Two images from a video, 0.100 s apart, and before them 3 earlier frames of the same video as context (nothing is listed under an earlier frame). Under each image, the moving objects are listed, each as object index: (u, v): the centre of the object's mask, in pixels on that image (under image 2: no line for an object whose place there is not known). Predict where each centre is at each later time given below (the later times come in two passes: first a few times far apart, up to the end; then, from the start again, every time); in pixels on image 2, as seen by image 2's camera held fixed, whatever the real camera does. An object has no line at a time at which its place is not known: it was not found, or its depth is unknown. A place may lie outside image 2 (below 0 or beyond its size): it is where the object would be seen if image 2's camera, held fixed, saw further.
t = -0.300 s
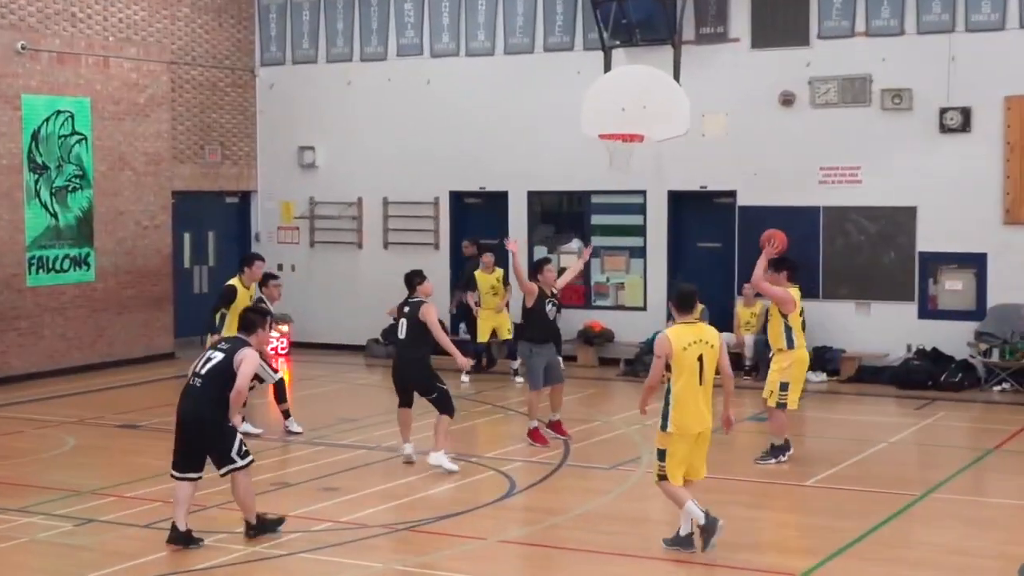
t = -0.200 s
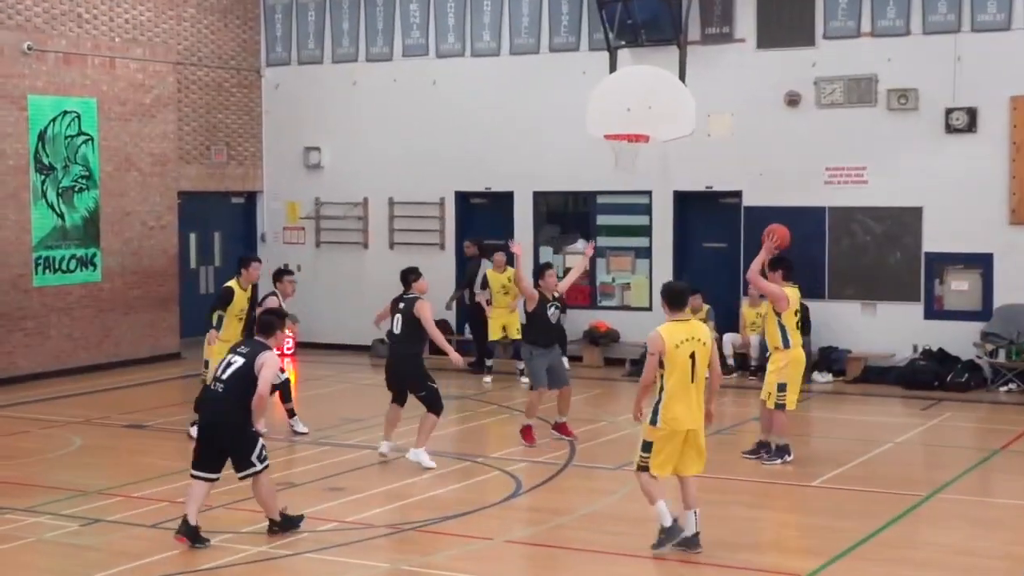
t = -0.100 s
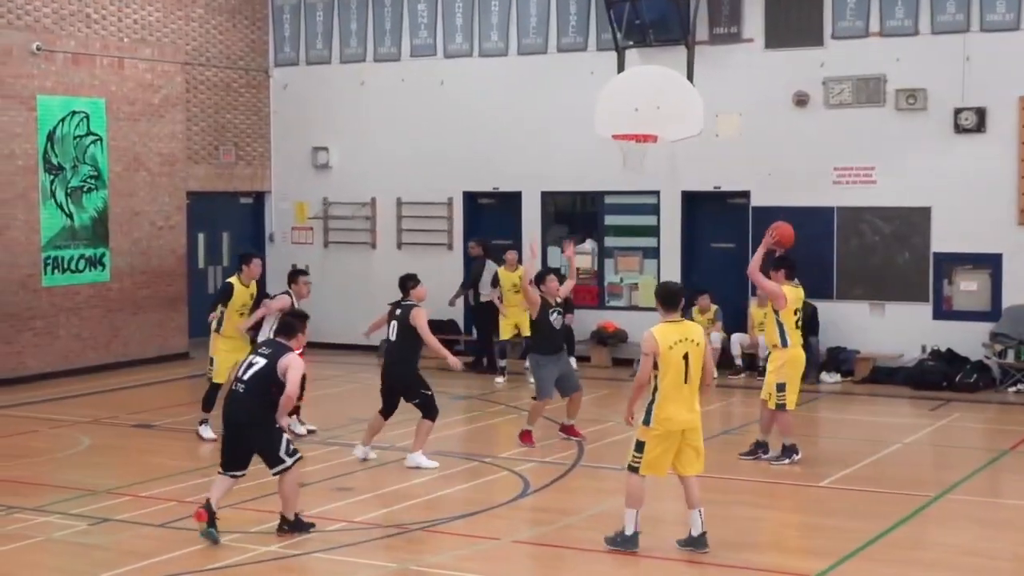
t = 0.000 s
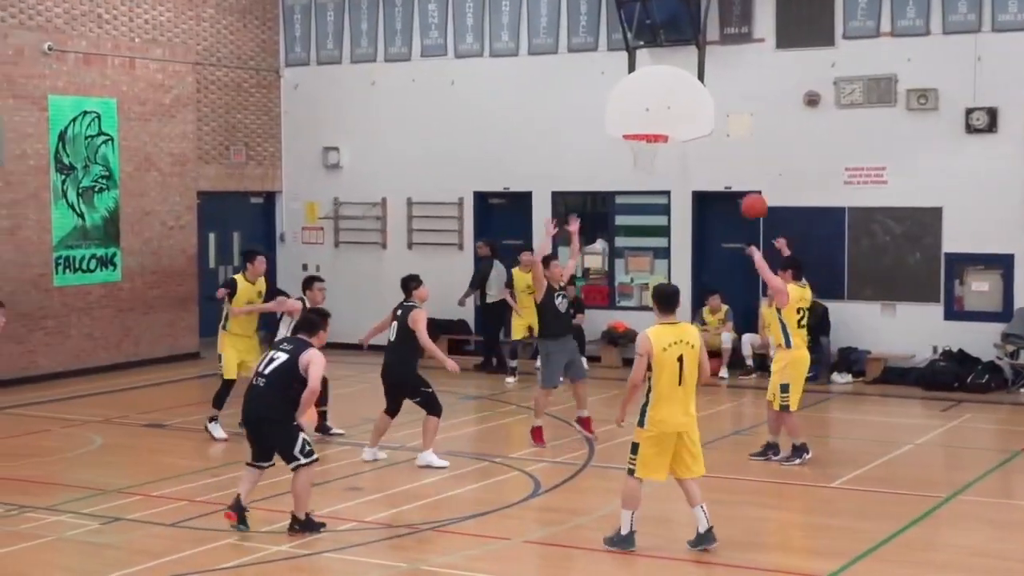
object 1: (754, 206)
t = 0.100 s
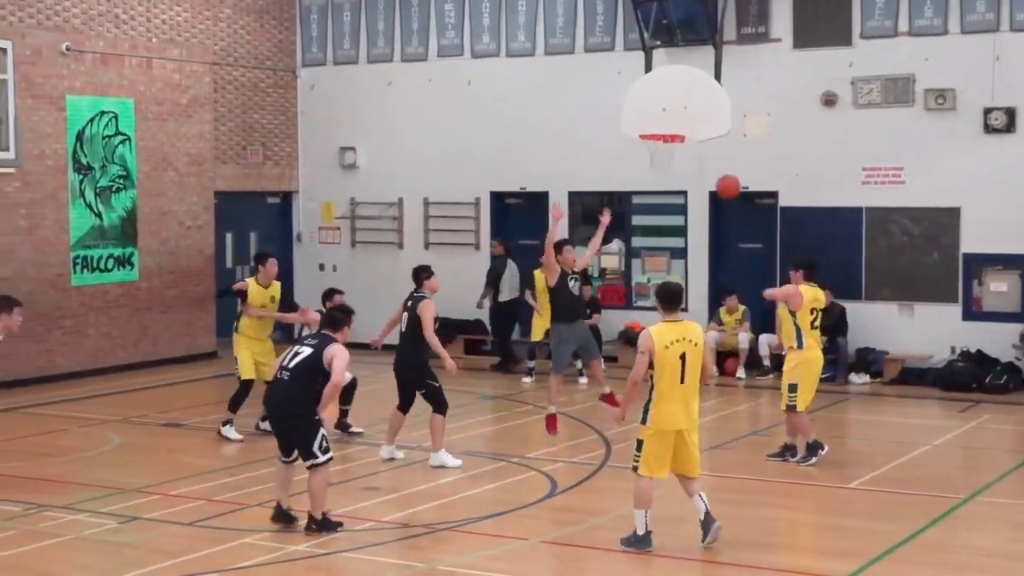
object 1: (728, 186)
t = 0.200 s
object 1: (688, 177)
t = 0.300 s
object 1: (653, 180)
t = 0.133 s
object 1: (715, 182)
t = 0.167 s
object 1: (701, 179)
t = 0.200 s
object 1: (688, 177)
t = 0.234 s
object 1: (676, 177)
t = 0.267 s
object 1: (664, 178)
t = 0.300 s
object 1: (653, 180)
